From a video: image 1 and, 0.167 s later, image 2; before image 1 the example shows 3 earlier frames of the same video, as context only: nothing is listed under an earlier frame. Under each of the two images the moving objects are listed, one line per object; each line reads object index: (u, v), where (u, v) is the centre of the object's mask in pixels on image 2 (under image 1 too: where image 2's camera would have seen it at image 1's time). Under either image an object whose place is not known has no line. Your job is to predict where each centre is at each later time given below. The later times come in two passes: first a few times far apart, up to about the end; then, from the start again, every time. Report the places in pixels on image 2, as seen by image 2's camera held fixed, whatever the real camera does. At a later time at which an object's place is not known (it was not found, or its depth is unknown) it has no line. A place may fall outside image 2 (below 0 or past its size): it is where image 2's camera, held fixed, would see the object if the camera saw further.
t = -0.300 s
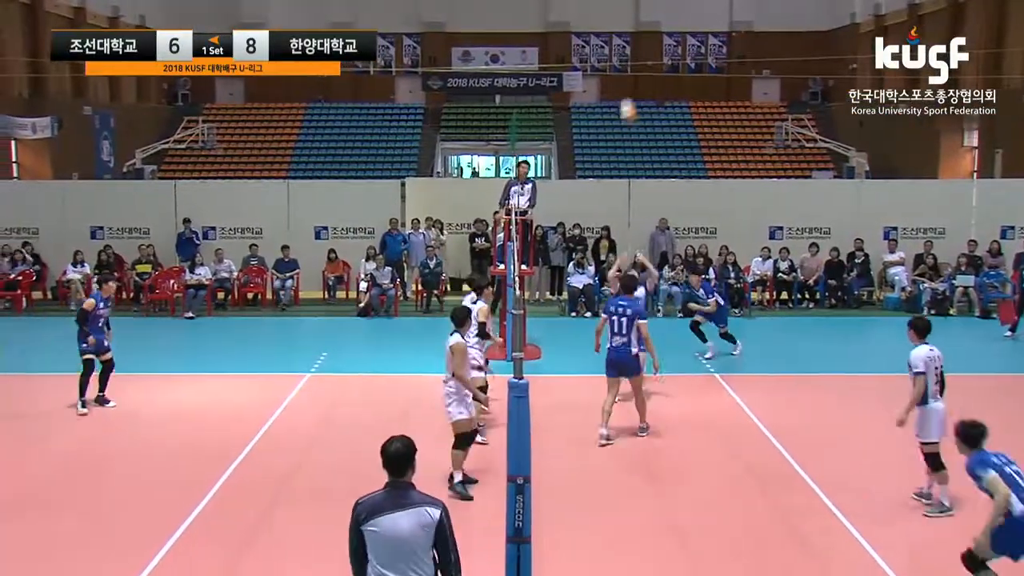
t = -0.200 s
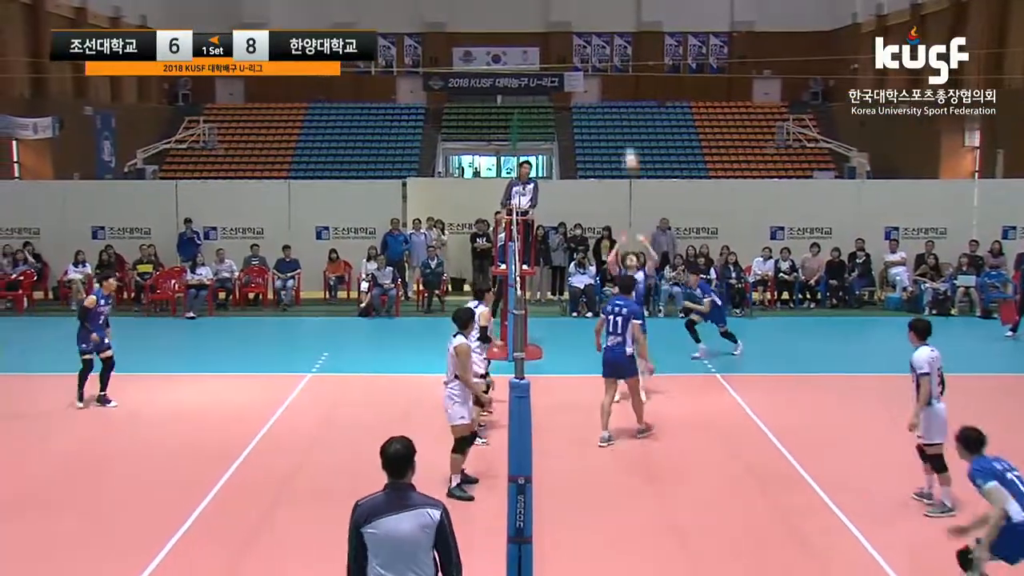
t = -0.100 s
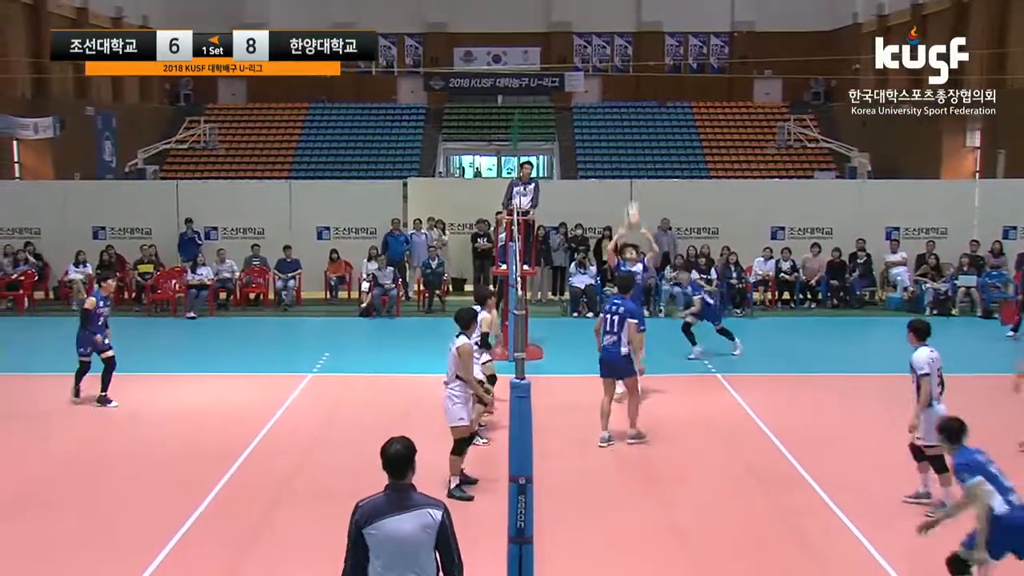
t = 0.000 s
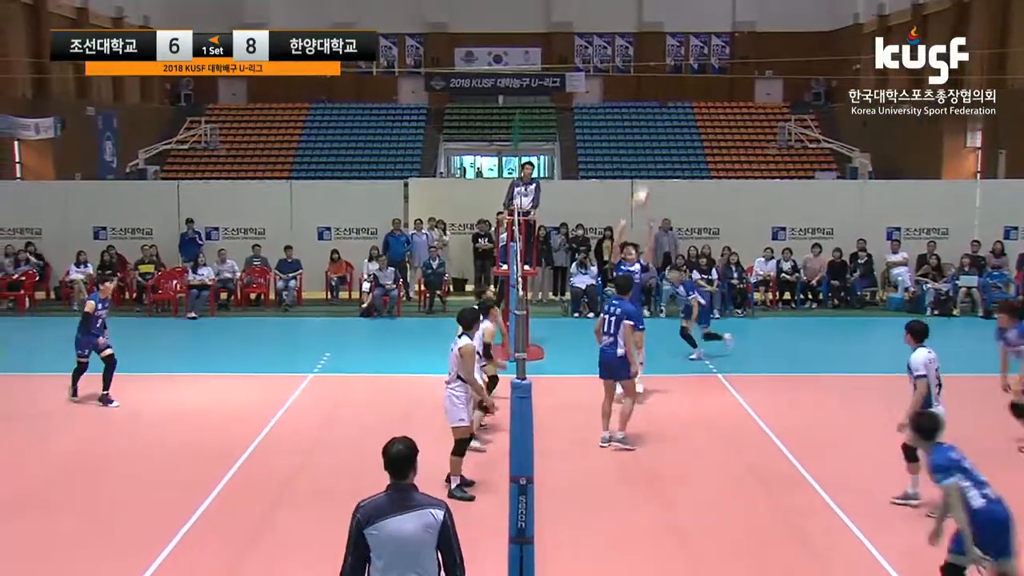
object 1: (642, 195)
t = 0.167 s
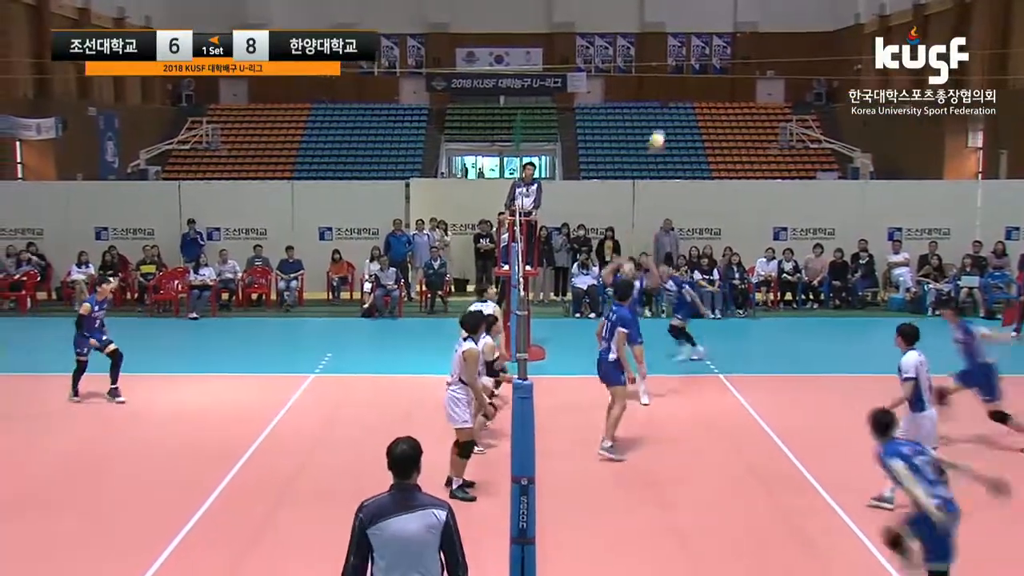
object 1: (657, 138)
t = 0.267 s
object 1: (666, 115)
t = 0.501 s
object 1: (688, 91)
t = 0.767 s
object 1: (712, 117)
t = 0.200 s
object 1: (660, 130)
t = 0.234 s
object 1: (663, 122)
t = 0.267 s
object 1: (666, 115)
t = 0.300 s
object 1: (669, 108)
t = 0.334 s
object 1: (673, 103)
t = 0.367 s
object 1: (676, 99)
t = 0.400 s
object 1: (678, 96)
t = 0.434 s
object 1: (682, 93)
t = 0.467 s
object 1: (685, 91)
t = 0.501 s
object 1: (688, 91)
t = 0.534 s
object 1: (691, 91)
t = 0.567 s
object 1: (694, 92)
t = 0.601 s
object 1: (697, 93)
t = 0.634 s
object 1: (700, 95)
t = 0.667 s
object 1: (703, 99)
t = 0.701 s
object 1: (706, 104)
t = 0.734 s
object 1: (709, 111)
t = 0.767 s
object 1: (712, 117)
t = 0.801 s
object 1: (715, 124)
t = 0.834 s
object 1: (719, 133)
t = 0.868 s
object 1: (721, 143)
